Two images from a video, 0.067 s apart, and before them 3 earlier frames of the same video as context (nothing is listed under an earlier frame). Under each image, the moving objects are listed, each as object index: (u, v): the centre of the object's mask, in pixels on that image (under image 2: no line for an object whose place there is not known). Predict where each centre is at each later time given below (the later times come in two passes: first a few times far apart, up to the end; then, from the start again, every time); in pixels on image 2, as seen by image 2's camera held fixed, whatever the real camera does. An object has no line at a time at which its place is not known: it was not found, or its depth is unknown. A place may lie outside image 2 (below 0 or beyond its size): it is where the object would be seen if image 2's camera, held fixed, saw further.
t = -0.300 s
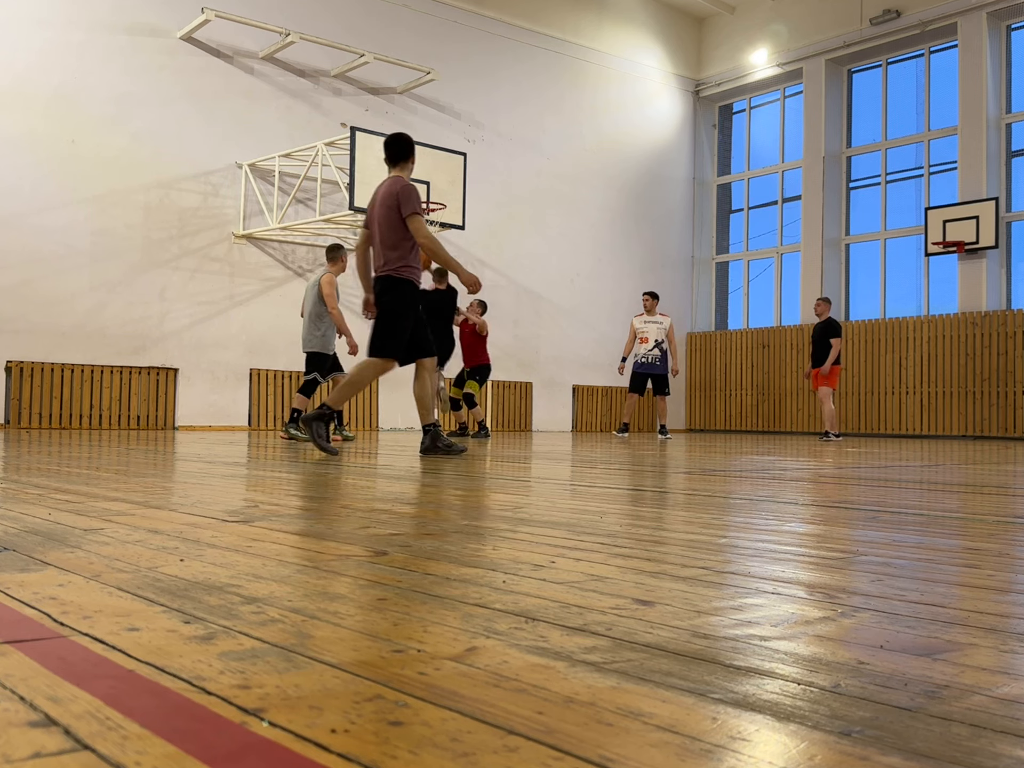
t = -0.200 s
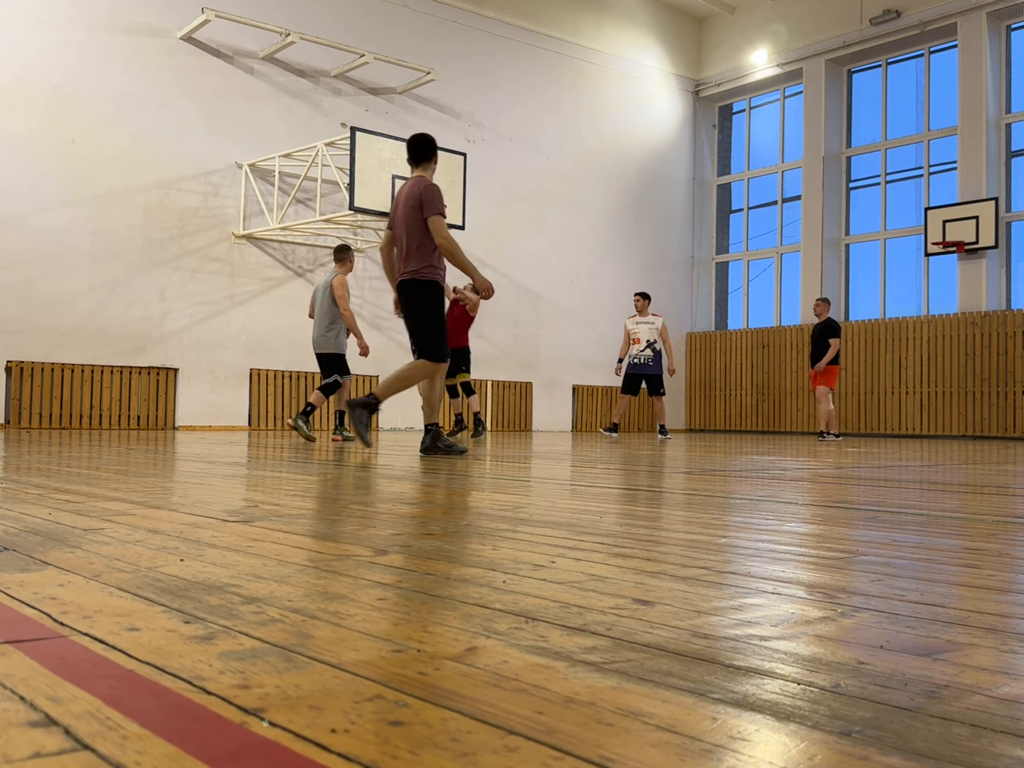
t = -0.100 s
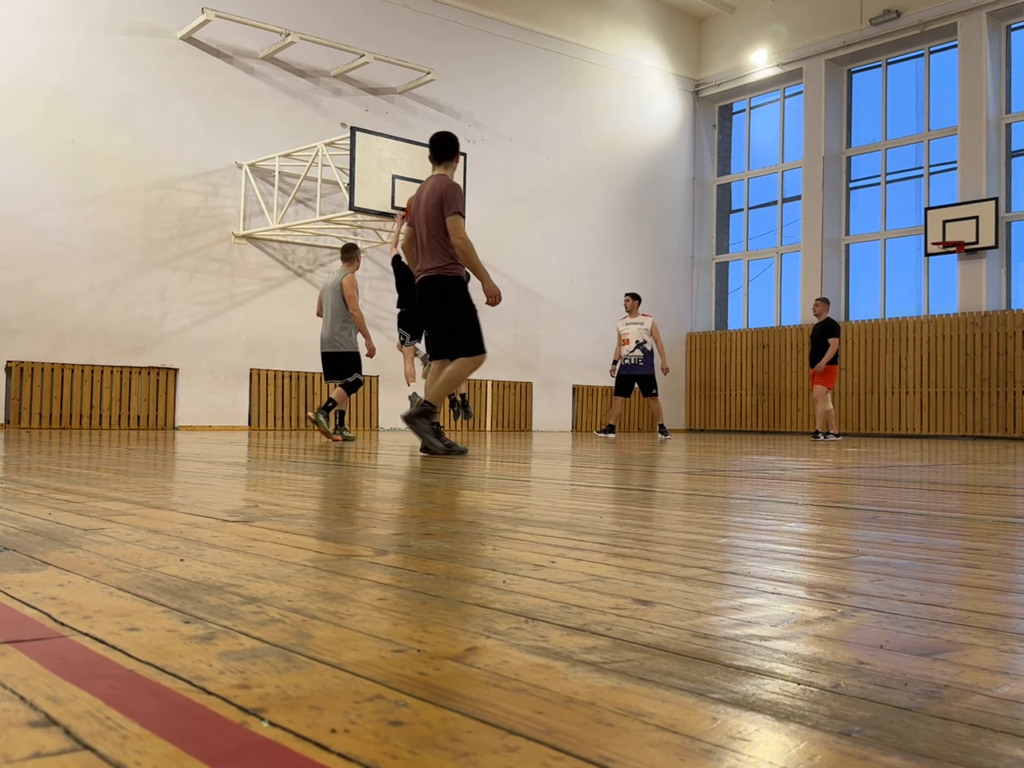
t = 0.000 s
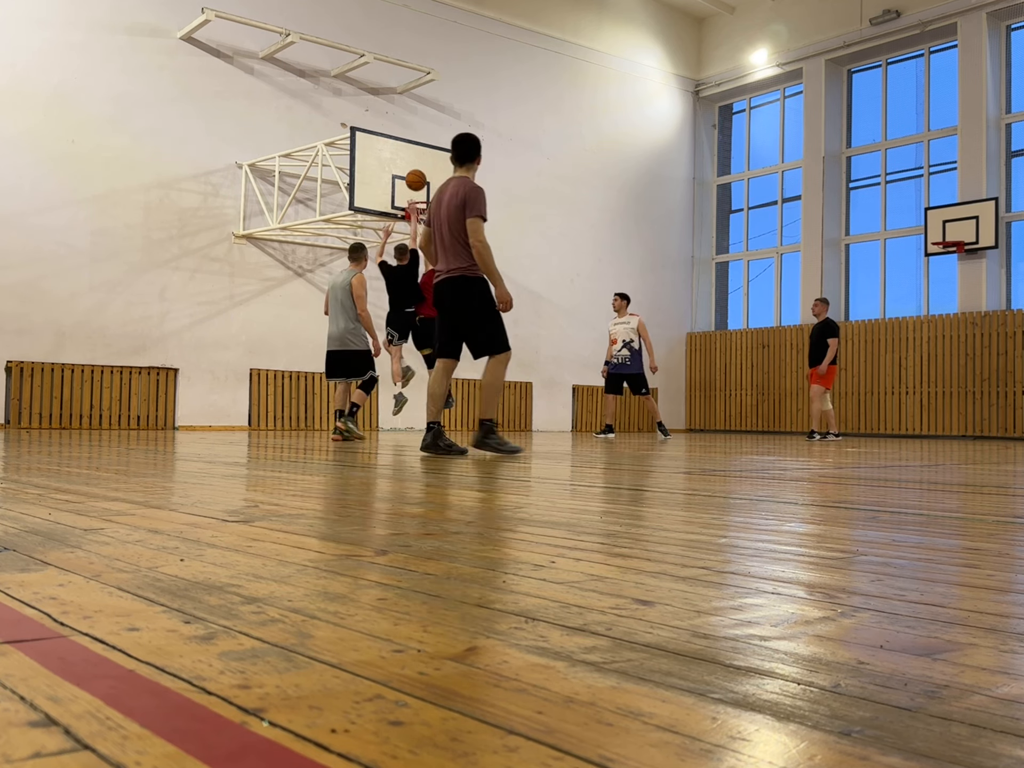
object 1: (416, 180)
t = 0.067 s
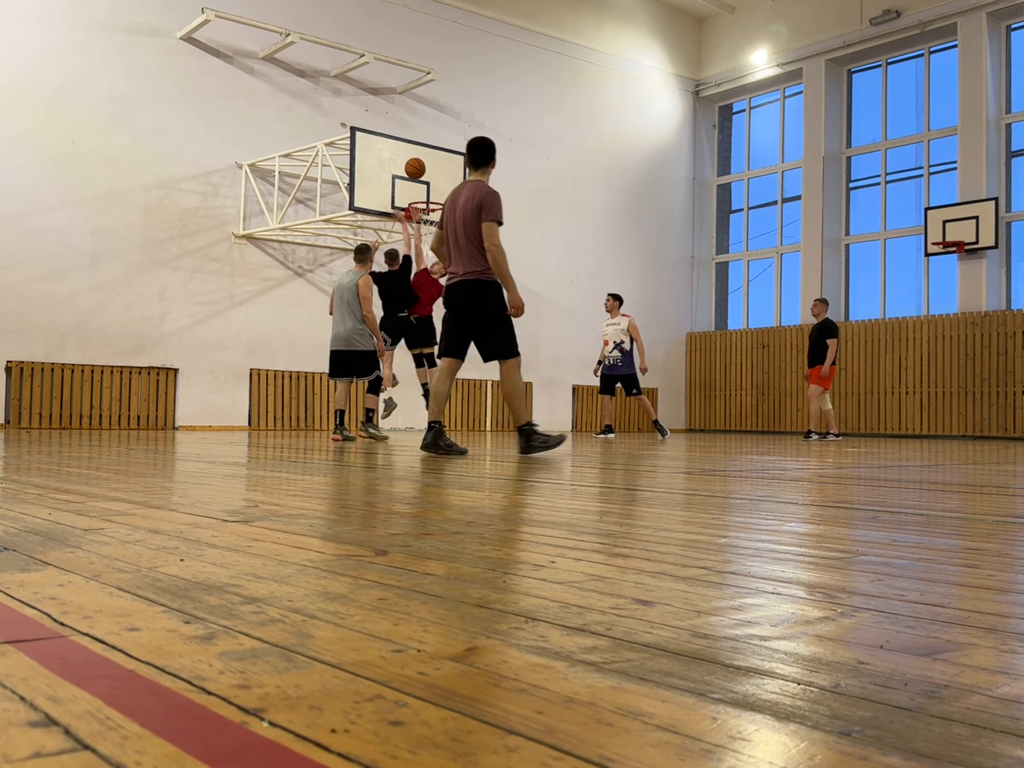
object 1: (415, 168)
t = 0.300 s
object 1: (412, 159)
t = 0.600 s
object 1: (407, 194)
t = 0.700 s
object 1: (414, 185)
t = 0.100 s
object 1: (415, 164)
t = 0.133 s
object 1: (414, 161)
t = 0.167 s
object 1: (414, 158)
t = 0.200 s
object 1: (413, 157)
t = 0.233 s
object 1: (413, 157)
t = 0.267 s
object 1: (413, 157)
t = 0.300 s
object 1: (412, 159)
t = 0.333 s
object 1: (412, 161)
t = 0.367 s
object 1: (411, 164)
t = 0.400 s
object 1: (411, 168)
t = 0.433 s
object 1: (410, 172)
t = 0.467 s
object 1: (410, 178)
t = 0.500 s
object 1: (409, 184)
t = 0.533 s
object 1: (409, 191)
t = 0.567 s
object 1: (408, 196)
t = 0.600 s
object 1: (407, 194)
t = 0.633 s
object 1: (409, 190)
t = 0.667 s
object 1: (412, 187)
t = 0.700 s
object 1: (414, 185)
